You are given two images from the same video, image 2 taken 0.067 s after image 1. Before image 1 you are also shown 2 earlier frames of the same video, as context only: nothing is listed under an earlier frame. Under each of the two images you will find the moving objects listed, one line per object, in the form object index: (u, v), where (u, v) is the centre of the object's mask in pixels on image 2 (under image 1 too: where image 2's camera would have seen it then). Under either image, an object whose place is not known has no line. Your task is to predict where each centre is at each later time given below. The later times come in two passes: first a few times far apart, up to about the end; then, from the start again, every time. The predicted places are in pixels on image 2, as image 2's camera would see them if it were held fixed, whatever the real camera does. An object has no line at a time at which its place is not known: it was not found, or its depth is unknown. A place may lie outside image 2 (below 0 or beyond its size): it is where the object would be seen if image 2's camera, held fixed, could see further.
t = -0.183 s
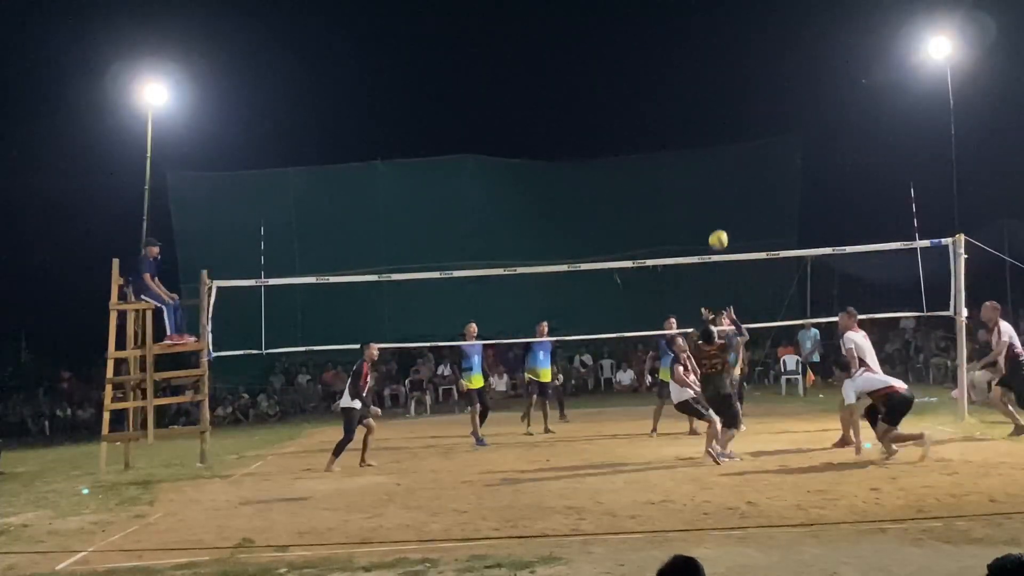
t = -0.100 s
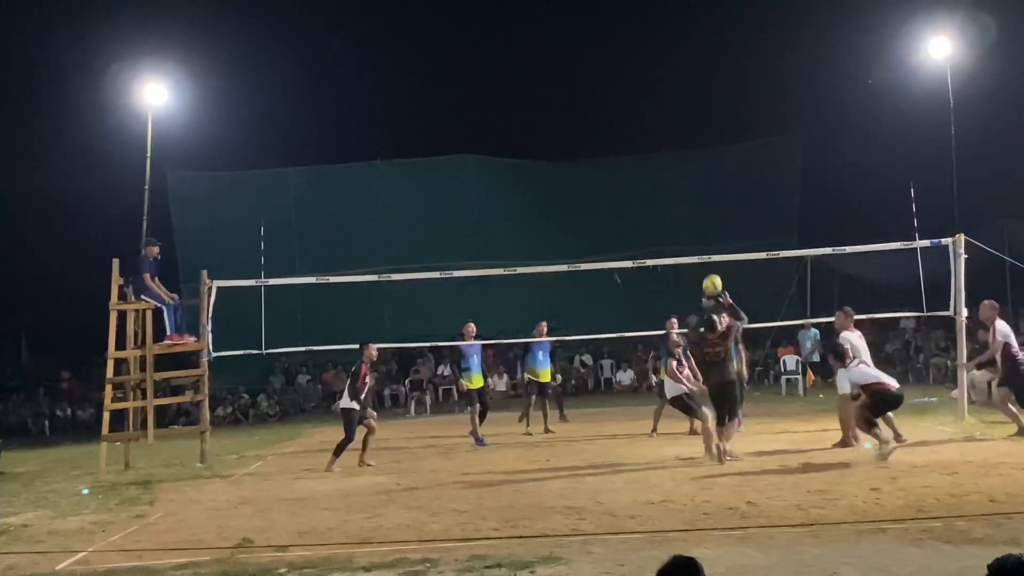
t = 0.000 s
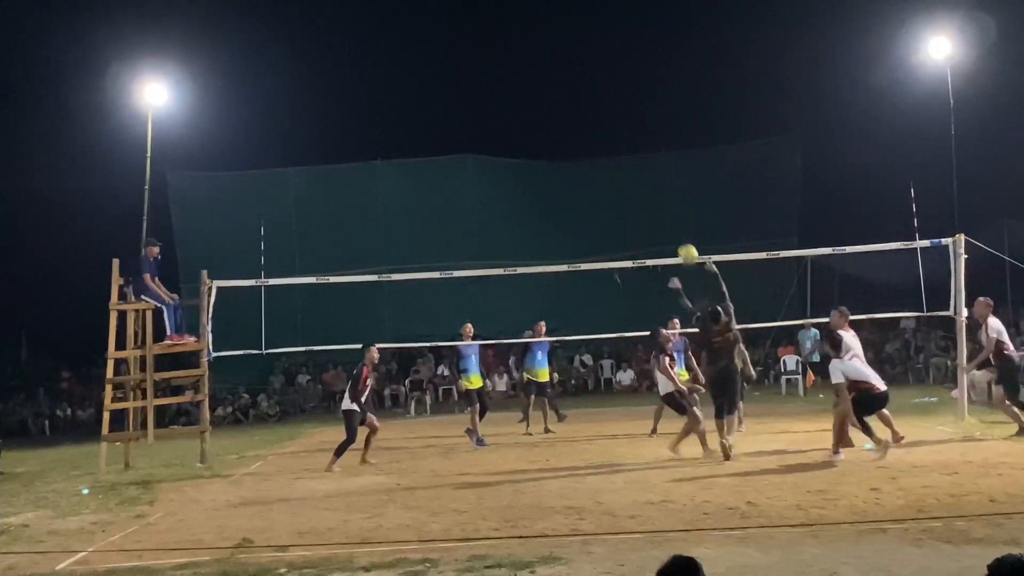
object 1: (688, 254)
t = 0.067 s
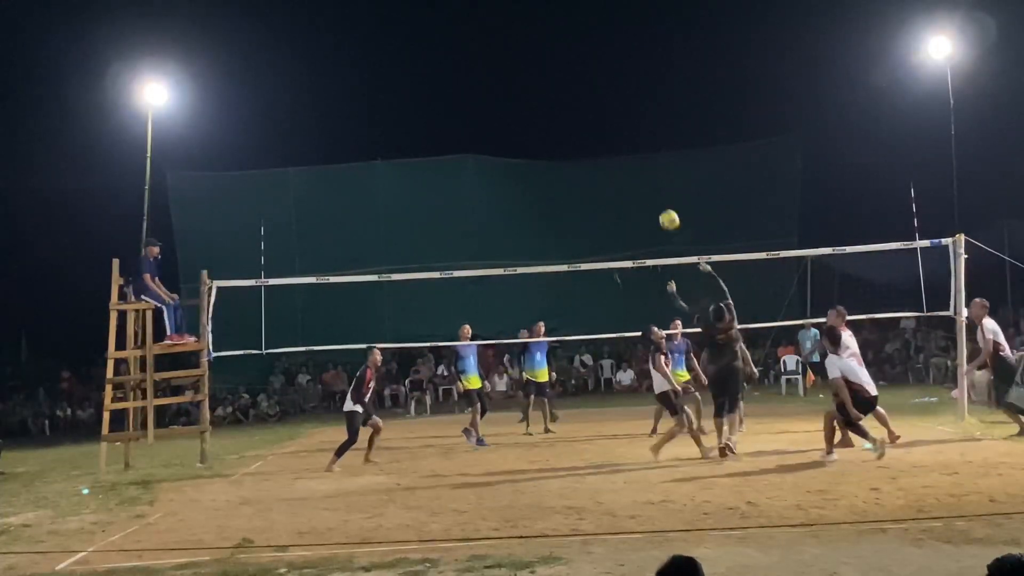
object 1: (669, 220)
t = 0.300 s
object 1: (605, 131)
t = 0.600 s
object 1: (527, 87)
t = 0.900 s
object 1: (453, 121)
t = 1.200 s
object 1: (386, 231)
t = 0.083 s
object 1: (664, 212)
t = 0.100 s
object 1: (659, 205)
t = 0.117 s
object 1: (655, 197)
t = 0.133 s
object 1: (650, 190)
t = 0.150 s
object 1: (646, 183)
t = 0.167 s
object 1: (641, 176)
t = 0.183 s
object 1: (636, 169)
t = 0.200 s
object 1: (632, 163)
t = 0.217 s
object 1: (627, 157)
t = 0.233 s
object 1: (623, 152)
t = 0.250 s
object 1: (618, 146)
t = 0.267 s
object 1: (614, 141)
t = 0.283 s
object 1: (609, 136)
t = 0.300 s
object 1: (605, 131)
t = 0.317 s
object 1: (600, 127)
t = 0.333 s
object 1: (596, 123)
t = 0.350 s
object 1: (591, 119)
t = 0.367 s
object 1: (587, 115)
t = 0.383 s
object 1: (583, 112)
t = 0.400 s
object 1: (578, 108)
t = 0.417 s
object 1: (574, 105)
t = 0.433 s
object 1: (569, 102)
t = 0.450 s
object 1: (565, 100)
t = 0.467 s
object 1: (560, 97)
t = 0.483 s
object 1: (556, 95)
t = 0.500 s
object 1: (552, 93)
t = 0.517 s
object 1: (548, 92)
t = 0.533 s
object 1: (543, 91)
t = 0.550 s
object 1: (539, 89)
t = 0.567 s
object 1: (535, 89)
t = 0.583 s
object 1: (531, 88)
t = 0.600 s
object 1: (527, 87)
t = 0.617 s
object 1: (522, 87)
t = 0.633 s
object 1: (518, 87)
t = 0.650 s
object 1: (514, 88)
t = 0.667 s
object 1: (509, 88)
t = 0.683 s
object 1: (505, 89)
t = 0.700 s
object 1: (501, 90)
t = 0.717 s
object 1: (497, 91)
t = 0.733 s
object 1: (493, 93)
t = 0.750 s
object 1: (489, 94)
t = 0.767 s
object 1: (485, 96)
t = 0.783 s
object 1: (481, 99)
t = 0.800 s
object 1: (477, 101)
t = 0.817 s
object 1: (473, 104)
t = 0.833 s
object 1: (468, 107)
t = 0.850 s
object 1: (465, 110)
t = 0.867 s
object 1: (461, 114)
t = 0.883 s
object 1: (457, 117)
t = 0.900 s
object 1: (453, 121)
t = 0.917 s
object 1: (449, 125)
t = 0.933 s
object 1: (445, 130)
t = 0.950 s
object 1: (441, 134)
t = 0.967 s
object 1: (437, 139)
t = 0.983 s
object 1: (433, 144)
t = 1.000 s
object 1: (430, 149)
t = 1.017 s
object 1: (426, 155)
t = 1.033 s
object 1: (422, 161)
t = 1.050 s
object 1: (419, 167)
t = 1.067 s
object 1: (415, 173)
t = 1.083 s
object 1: (411, 180)
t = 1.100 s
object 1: (408, 186)
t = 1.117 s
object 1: (404, 194)
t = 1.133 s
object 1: (400, 201)
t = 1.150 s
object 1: (397, 208)
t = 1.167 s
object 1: (393, 216)
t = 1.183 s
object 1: (390, 224)
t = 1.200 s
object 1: (386, 231)
